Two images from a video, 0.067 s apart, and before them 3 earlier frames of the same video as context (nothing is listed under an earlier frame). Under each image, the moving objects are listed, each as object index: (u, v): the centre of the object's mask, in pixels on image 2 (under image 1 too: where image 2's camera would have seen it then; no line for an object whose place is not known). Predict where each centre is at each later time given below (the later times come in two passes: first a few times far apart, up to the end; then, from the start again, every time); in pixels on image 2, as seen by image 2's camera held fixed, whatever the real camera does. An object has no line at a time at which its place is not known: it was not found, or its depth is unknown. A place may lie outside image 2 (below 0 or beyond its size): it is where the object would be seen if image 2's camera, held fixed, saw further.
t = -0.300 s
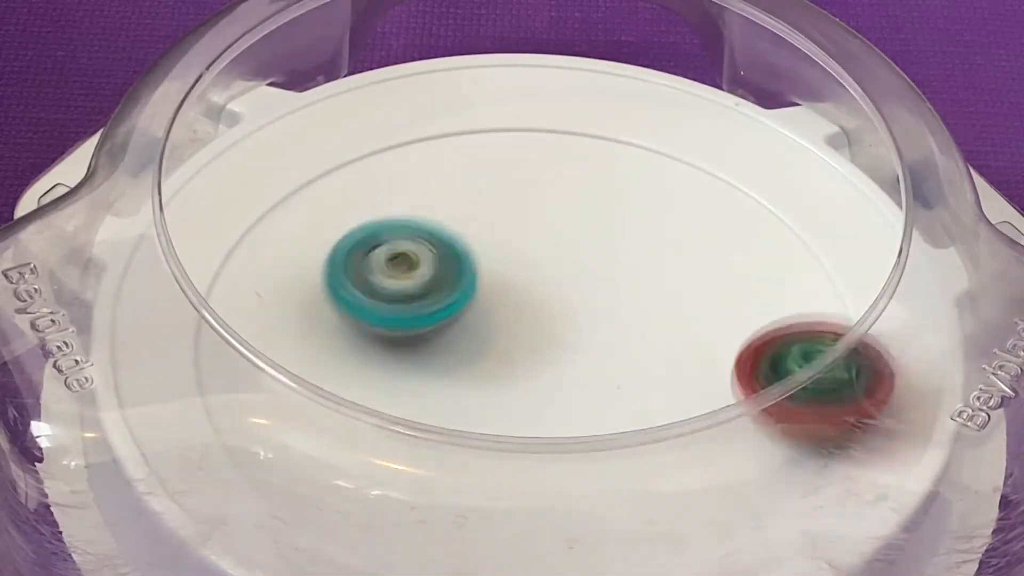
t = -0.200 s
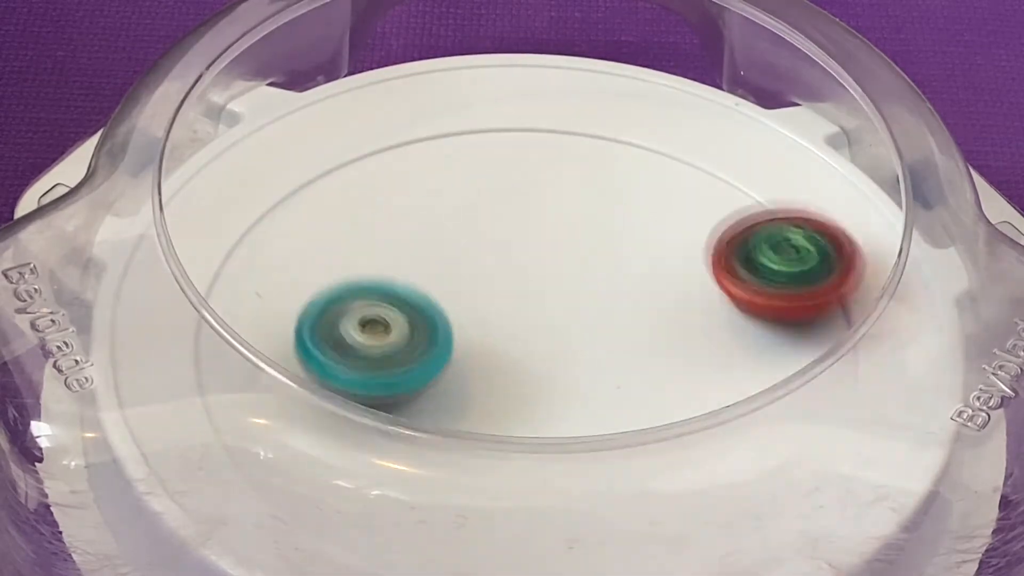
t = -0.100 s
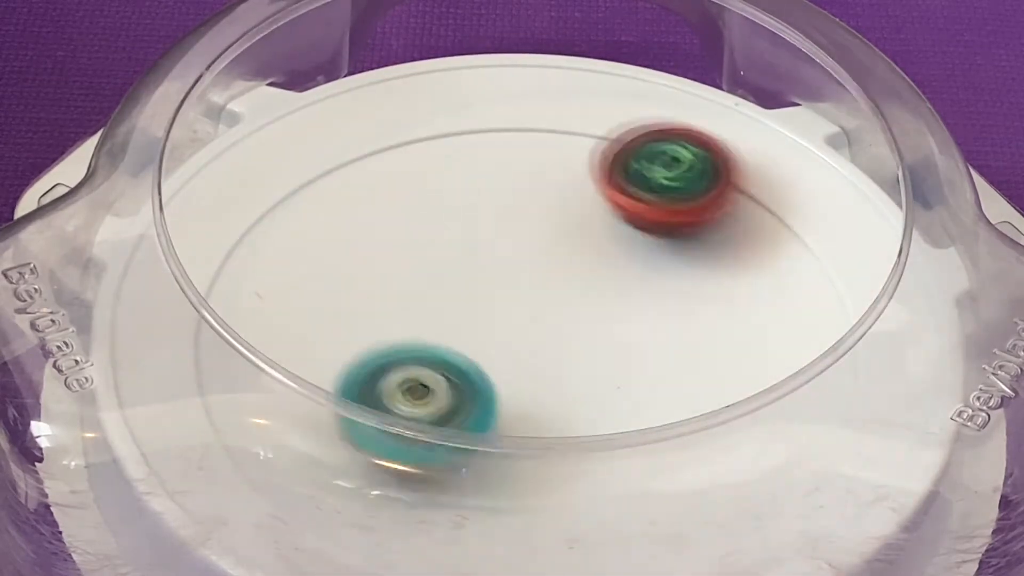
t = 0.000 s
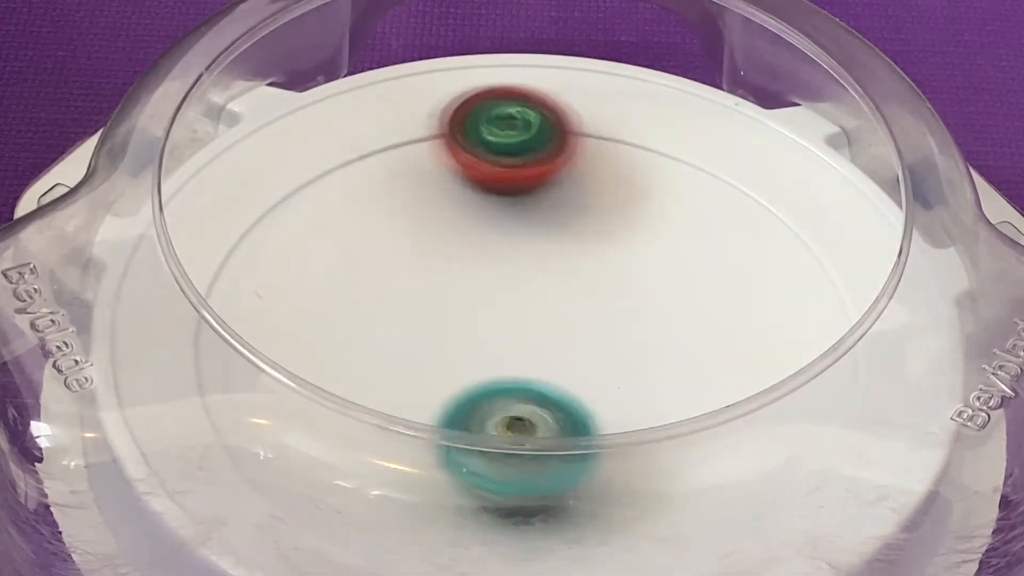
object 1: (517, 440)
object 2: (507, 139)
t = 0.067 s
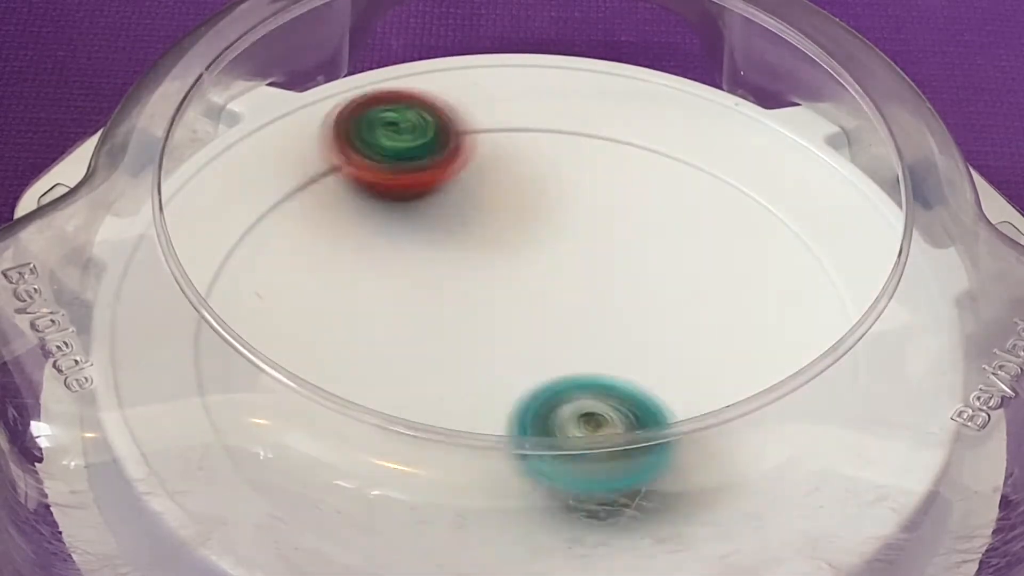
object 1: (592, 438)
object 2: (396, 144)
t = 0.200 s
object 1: (673, 375)
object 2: (231, 224)
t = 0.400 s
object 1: (617, 283)
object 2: (301, 460)
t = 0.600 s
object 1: (451, 263)
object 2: (655, 494)
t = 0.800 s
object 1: (415, 368)
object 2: (777, 271)
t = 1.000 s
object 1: (587, 424)
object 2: (570, 114)
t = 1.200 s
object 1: (679, 315)
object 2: (301, 159)
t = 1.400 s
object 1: (532, 237)
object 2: (278, 371)
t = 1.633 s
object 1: (386, 329)
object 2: (622, 496)
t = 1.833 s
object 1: (502, 420)
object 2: (804, 307)
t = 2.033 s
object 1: (648, 363)
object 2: (692, 154)
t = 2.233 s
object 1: (576, 260)
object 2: (424, 160)
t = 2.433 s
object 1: (429, 285)
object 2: (302, 323)
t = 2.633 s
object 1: (454, 376)
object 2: (459, 498)
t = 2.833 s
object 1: (590, 369)
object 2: (740, 460)
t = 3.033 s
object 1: (559, 291)
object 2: (751, 269)
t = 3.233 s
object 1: (511, 298)
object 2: (546, 181)
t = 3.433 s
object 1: (515, 343)
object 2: (338, 231)
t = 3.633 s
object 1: (500, 353)
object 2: (310, 377)
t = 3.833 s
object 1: (500, 317)
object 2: (506, 473)
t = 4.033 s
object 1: (554, 305)
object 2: (691, 369)
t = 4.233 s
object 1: (500, 317)
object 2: (729, 233)
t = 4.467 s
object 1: (472, 326)
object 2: (541, 158)
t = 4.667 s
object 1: (525, 333)
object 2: (387, 263)
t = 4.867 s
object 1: (548, 350)
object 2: (425, 411)
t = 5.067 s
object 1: (506, 349)
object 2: (625, 475)
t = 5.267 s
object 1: (489, 312)
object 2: (760, 366)
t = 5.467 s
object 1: (535, 301)
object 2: (674, 246)
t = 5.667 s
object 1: (477, 344)
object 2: (530, 201)
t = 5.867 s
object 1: (489, 350)
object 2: (384, 260)
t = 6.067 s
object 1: (545, 374)
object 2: (343, 351)
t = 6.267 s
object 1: (603, 340)
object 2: (412, 458)
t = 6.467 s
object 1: (640, 300)
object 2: (543, 493)
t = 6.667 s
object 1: (583, 272)
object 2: (608, 409)
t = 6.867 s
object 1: (539, 249)
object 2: (554, 380)
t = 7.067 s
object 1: (535, 252)
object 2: (445, 410)
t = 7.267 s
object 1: (535, 295)
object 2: (483, 470)
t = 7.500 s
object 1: (526, 287)
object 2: (546, 455)
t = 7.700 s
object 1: (530, 285)
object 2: (575, 417)
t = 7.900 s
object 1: (530, 211)
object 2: (518, 443)
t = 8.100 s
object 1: (525, 251)
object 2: (535, 439)
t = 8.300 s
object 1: (524, 280)
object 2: (453, 413)
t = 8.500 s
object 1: (538, 288)
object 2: (401, 457)
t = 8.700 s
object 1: (538, 318)
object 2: (456, 450)
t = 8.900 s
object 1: (568, 296)
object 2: (449, 379)
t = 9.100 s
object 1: (579, 305)
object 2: (387, 317)
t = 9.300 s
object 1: (545, 335)
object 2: (370, 299)
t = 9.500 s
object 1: (687, 410)
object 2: (291, 210)
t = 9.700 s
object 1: (730, 420)
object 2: (291, 183)
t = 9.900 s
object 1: (639, 379)
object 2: (386, 204)
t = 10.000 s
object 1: (573, 367)
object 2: (449, 231)
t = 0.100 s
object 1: (621, 427)
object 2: (345, 155)
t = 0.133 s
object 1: (647, 414)
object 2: (299, 172)
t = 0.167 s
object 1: (660, 386)
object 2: (260, 196)
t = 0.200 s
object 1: (673, 375)
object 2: (231, 224)
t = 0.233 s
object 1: (680, 365)
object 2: (231, 258)
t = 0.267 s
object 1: (677, 354)
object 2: (209, 304)
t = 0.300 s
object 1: (667, 336)
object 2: (212, 348)
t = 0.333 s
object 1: (654, 316)
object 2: (222, 396)
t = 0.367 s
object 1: (638, 298)
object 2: (260, 427)
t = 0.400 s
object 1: (617, 283)
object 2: (301, 460)
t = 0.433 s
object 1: (593, 270)
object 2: (352, 485)
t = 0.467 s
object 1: (565, 258)
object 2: (411, 503)
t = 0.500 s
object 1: (536, 252)
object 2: (473, 512)
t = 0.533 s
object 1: (506, 251)
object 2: (537, 513)
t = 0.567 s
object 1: (477, 254)
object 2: (599, 508)
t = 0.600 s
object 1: (451, 263)
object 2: (655, 494)
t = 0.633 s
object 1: (430, 275)
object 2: (709, 471)
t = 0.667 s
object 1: (413, 291)
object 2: (742, 429)
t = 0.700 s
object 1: (402, 310)
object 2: (765, 390)
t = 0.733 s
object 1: (399, 330)
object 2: (777, 348)
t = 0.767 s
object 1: (402, 352)
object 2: (782, 307)
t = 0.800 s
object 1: (415, 368)
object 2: (777, 271)
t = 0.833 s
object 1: (434, 381)
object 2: (760, 236)
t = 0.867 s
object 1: (459, 392)
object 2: (734, 203)
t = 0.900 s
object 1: (485, 416)
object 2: (700, 173)
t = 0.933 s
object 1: (519, 423)
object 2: (661, 147)
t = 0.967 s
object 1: (552, 426)
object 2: (618, 128)
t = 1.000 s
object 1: (587, 424)
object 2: (570, 114)
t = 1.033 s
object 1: (619, 410)
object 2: (521, 106)
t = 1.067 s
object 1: (641, 389)
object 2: (473, 104)
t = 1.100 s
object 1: (662, 377)
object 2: (426, 109)
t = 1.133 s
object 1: (677, 359)
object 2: (379, 120)
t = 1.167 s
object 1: (683, 338)
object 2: (338, 137)
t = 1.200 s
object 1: (679, 315)
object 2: (301, 159)
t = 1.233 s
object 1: (668, 293)
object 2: (275, 187)
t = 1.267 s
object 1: (649, 275)
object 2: (254, 220)
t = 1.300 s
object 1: (625, 260)
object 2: (247, 256)
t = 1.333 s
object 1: (596, 248)
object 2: (256, 288)
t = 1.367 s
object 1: (565, 241)
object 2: (255, 331)
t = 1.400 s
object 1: (532, 237)
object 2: (278, 371)
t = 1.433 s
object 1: (499, 239)
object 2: (306, 412)
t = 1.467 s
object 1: (468, 244)
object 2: (346, 441)
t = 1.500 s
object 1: (442, 256)
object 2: (390, 475)
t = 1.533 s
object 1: (418, 269)
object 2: (450, 491)
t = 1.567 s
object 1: (400, 288)
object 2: (508, 499)
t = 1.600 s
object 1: (390, 308)
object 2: (565, 501)
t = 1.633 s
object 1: (386, 329)
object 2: (622, 496)
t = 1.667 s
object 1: (389, 351)
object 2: (676, 482)
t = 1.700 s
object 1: (403, 367)
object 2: (719, 450)
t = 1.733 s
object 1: (422, 379)
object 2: (758, 420)
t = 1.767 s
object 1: (442, 401)
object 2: (784, 380)
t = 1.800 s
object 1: (471, 414)
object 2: (805, 350)
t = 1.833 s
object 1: (502, 420)
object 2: (804, 307)
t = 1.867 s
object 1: (535, 424)
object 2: (813, 280)
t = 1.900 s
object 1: (568, 418)
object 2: (808, 252)
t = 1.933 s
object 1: (594, 398)
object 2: (789, 222)
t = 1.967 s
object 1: (617, 389)
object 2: (761, 192)
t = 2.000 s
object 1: (636, 378)
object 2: (728, 171)
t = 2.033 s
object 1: (648, 363)
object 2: (692, 154)
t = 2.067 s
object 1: (651, 342)
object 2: (651, 141)
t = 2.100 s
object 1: (647, 320)
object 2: (604, 134)
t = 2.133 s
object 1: (638, 303)
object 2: (557, 132)
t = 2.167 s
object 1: (622, 286)
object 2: (511, 136)
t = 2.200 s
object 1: (601, 272)
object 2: (467, 145)
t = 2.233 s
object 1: (576, 260)
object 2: (424, 160)
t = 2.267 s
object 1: (549, 255)
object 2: (383, 181)
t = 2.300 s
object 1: (520, 252)
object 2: (350, 205)
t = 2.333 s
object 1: (493, 256)
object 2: (324, 232)
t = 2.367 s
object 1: (467, 261)
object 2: (307, 262)
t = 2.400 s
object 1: (445, 272)
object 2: (297, 295)
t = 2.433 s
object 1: (429, 285)
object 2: (302, 323)
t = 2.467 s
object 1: (420, 298)
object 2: (304, 359)
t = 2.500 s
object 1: (414, 314)
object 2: (322, 390)
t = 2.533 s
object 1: (415, 332)
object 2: (342, 429)
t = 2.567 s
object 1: (421, 349)
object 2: (371, 468)
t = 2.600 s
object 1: (435, 364)
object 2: (415, 486)
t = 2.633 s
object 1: (454, 376)
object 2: (459, 498)
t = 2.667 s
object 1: (480, 384)
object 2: (508, 506)
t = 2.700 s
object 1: (505, 388)
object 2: (560, 507)
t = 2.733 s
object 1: (529, 388)
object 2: (613, 503)
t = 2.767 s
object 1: (553, 386)
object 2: (663, 494)
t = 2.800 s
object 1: (574, 378)
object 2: (704, 478)
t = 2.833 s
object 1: (590, 369)
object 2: (740, 460)
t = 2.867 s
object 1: (599, 355)
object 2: (760, 423)
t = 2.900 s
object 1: (602, 338)
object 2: (774, 387)
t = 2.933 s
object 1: (598, 324)
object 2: (782, 356)
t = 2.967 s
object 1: (588, 311)
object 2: (776, 323)
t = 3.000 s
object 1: (575, 299)
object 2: (771, 298)
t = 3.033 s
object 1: (559, 291)
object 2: (751, 269)
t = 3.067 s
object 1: (546, 287)
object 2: (727, 245)
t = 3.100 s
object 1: (535, 285)
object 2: (697, 224)
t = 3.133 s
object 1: (526, 285)
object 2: (662, 206)
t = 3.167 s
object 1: (519, 288)
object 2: (624, 194)
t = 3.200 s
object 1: (515, 292)
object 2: (585, 186)
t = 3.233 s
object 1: (511, 298)
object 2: (546, 181)
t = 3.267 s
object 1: (511, 305)
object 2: (506, 179)
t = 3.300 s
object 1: (511, 313)
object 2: (466, 181)
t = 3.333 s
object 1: (513, 321)
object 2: (429, 189)
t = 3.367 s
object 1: (514, 329)
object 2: (394, 199)
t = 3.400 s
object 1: (515, 337)
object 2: (364, 214)
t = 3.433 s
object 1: (515, 343)
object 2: (338, 231)
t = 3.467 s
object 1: (514, 349)
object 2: (315, 252)
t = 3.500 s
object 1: (513, 353)
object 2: (300, 275)
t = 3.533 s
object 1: (510, 356)
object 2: (292, 300)
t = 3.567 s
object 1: (508, 356)
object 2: (296, 320)
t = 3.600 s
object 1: (504, 356)
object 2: (296, 350)
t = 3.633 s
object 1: (500, 353)
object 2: (310, 377)
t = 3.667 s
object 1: (497, 349)
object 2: (326, 406)
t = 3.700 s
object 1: (494, 343)
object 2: (353, 428)
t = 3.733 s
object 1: (492, 338)
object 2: (385, 446)
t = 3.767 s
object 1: (493, 332)
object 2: (425, 460)
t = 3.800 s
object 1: (496, 324)
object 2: (466, 465)
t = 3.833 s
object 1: (500, 317)
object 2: (506, 473)
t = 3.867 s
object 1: (506, 311)
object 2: (550, 469)
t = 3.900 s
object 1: (515, 306)
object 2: (591, 459)
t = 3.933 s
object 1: (523, 303)
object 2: (625, 449)
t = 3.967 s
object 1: (534, 302)
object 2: (653, 424)
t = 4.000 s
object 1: (544, 301)
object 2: (677, 397)
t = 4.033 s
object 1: (554, 305)
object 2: (691, 369)
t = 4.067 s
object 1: (563, 310)
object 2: (705, 350)
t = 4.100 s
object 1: (562, 314)
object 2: (721, 328)
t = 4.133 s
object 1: (548, 315)
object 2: (737, 305)
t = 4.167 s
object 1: (532, 315)
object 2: (741, 282)
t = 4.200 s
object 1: (516, 315)
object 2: (739, 257)
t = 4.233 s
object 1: (500, 317)
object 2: (729, 233)
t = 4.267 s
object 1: (487, 318)
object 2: (714, 210)
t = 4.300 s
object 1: (477, 320)
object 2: (695, 191)
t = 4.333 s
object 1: (470, 322)
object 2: (669, 175)
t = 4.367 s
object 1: (466, 323)
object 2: (640, 164)
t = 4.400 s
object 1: (466, 325)
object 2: (610, 157)
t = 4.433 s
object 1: (467, 325)
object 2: (574, 155)
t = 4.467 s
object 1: (472, 326)
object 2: (541, 158)
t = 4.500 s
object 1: (478, 326)
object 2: (507, 165)
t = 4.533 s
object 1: (486, 327)
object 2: (474, 178)
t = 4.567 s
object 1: (495, 328)
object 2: (446, 194)
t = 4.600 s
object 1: (505, 329)
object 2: (420, 214)
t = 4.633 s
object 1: (515, 331)
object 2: (400, 237)
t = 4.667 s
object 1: (525, 333)
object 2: (387, 263)
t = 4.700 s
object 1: (533, 335)
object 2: (377, 289)
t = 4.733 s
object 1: (540, 339)
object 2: (376, 317)
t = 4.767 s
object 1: (544, 342)
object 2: (378, 344)
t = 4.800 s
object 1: (547, 345)
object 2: (391, 362)
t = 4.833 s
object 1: (548, 349)
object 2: (405, 392)
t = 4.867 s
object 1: (548, 350)
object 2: (425, 411)
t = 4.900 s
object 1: (546, 351)
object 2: (451, 430)
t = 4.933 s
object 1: (539, 349)
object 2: (478, 453)
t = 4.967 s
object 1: (531, 350)
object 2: (512, 465)
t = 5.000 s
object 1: (522, 352)
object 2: (549, 473)
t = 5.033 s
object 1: (514, 353)
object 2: (584, 478)
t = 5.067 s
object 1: (506, 349)
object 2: (625, 475)
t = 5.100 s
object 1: (498, 344)
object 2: (658, 466)
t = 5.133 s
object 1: (493, 338)
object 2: (692, 454)
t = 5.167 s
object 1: (488, 332)
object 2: (720, 437)
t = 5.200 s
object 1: (486, 326)
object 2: (741, 418)
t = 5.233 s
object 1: (487, 318)
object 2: (757, 395)
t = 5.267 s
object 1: (489, 312)
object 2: (760, 366)
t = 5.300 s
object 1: (494, 306)
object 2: (756, 340)
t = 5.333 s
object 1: (502, 300)
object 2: (754, 324)
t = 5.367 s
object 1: (511, 298)
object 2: (741, 301)
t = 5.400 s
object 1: (521, 296)
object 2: (719, 281)
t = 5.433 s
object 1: (532, 297)
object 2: (694, 264)
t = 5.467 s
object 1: (535, 301)
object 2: (674, 246)
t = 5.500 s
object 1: (525, 309)
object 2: (660, 231)
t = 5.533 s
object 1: (512, 317)
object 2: (638, 219)
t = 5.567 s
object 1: (499, 325)
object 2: (614, 210)
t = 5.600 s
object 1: (489, 333)
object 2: (587, 205)
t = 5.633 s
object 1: (482, 339)
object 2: (559, 201)
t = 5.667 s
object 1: (477, 344)
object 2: (530, 201)
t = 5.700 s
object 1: (475, 347)
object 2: (500, 203)
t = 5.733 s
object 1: (475, 350)
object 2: (473, 208)
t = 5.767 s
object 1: (477, 351)
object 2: (445, 217)
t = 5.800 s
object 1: (480, 351)
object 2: (422, 229)
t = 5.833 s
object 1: (484, 351)
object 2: (400, 242)
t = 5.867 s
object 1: (489, 350)
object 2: (384, 260)
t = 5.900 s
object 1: (502, 353)
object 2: (363, 269)
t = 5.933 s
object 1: (513, 360)
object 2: (348, 282)
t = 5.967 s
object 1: (524, 367)
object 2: (337, 299)
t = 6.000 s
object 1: (533, 371)
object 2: (330, 319)
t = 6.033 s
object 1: (540, 373)
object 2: (331, 335)
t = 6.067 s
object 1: (545, 374)
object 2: (343, 351)
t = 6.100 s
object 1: (549, 373)
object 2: (352, 375)
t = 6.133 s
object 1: (551, 373)
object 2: (372, 395)
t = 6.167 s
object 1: (550, 372)
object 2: (397, 411)
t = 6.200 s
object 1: (553, 368)
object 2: (426, 424)
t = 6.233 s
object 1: (579, 353)
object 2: (418, 442)
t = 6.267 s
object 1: (603, 340)
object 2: (412, 458)
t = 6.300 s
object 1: (623, 328)
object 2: (416, 477)
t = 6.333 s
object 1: (635, 318)
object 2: (432, 484)
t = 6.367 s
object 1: (643, 309)
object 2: (456, 491)
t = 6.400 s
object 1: (646, 304)
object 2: (485, 495)
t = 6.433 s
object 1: (645, 301)
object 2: (511, 496)
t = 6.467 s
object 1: (640, 300)
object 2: (543, 493)
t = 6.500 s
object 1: (633, 299)
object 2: (569, 477)
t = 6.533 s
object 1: (623, 301)
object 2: (589, 459)
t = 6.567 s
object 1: (614, 302)
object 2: (604, 437)
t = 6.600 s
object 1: (604, 301)
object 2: (612, 411)
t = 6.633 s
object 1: (593, 288)
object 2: (609, 394)
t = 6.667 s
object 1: (583, 272)
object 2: (608, 409)
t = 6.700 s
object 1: (575, 258)
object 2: (604, 396)
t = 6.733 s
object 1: (566, 249)
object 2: (600, 393)
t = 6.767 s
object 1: (559, 244)
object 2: (591, 390)
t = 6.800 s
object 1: (552, 243)
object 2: (581, 387)
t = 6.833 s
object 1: (545, 245)
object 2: (570, 384)
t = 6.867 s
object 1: (539, 249)
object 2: (554, 380)
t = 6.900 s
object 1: (534, 255)
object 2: (537, 376)
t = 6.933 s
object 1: (530, 260)
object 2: (518, 372)
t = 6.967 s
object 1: (529, 261)
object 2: (494, 377)
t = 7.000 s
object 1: (532, 255)
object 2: (471, 385)
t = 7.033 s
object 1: (533, 252)
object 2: (458, 390)
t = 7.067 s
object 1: (535, 252)
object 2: (445, 410)
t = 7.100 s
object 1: (537, 255)
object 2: (436, 425)
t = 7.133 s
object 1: (538, 261)
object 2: (432, 443)
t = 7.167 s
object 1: (539, 268)
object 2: (438, 450)
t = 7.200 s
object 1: (539, 277)
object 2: (448, 462)
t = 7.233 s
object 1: (537, 286)
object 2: (464, 469)
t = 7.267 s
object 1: (535, 295)
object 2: (483, 470)
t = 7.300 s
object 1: (533, 305)
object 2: (504, 464)
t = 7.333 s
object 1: (530, 314)
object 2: (521, 453)
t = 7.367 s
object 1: (527, 319)
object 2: (533, 436)
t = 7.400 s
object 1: (522, 318)
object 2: (539, 421)
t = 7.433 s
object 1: (523, 309)
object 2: (541, 435)
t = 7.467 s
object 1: (524, 296)
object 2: (541, 440)
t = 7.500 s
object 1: (526, 287)
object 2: (546, 455)
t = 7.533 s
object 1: (527, 281)
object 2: (554, 452)
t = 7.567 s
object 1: (528, 278)
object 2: (562, 452)
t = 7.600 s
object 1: (528, 278)
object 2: (570, 449)
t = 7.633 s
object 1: (529, 279)
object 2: (576, 441)
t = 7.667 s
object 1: (529, 281)
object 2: (578, 430)
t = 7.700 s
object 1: (530, 285)
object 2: (575, 417)
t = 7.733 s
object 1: (529, 287)
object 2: (564, 393)
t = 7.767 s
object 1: (530, 283)
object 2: (553, 390)
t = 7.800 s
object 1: (530, 258)
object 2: (539, 412)
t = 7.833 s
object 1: (531, 236)
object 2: (529, 419)
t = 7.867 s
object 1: (531, 220)
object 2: (522, 434)
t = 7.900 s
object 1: (530, 211)
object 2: (518, 443)
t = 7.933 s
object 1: (530, 208)
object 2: (517, 451)
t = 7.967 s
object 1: (530, 210)
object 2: (521, 455)
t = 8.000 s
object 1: (529, 217)
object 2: (525, 455)
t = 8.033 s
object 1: (528, 228)
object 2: (530, 453)
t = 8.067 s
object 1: (527, 239)
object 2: (533, 448)
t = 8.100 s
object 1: (525, 251)
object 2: (535, 439)
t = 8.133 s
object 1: (522, 264)
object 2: (532, 427)
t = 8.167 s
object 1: (519, 276)
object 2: (525, 413)
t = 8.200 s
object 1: (516, 286)
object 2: (515, 392)
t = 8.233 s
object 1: (514, 288)
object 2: (500, 388)
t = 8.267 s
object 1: (519, 286)
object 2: (475, 394)
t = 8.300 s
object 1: (524, 280)
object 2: (453, 413)
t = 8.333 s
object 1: (528, 277)
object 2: (438, 419)
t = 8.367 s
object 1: (531, 276)
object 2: (427, 426)
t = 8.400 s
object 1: (533, 278)
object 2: (419, 434)
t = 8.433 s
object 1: (535, 280)
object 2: (412, 440)
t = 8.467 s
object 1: (536, 284)
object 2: (406, 447)
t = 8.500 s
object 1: (538, 288)
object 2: (401, 457)
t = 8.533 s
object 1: (539, 293)
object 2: (399, 470)
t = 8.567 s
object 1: (539, 298)
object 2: (405, 473)
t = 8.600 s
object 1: (539, 304)
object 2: (416, 475)
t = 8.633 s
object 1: (539, 309)
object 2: (428, 476)
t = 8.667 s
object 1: (538, 314)
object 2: (444, 461)
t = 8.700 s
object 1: (538, 318)
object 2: (456, 450)
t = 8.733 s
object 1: (537, 322)
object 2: (468, 433)
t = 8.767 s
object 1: (537, 325)
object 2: (474, 420)
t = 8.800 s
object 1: (543, 316)
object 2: (470, 413)
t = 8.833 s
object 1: (554, 306)
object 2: (465, 393)
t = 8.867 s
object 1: (562, 300)
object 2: (457, 386)
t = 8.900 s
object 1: (568, 296)
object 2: (449, 379)
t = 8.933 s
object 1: (572, 293)
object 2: (440, 370)
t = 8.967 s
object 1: (576, 292)
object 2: (430, 360)
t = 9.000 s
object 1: (579, 293)
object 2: (420, 348)
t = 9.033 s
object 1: (580, 296)
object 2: (409, 337)
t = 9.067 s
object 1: (580, 300)
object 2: (398, 327)
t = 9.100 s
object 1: (579, 305)
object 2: (387, 317)
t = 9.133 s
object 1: (575, 311)
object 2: (378, 310)
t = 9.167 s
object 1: (570, 316)
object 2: (370, 304)
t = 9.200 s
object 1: (564, 321)
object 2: (366, 301)
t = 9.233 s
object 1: (558, 326)
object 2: (364, 299)
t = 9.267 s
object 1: (552, 331)
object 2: (365, 298)
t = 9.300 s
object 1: (545, 335)
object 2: (370, 299)
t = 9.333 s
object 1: (539, 337)
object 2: (379, 299)
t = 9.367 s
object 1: (537, 340)
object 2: (385, 298)
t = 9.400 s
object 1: (580, 364)
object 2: (347, 265)
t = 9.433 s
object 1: (621, 378)
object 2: (320, 240)
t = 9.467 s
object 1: (656, 395)
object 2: (302, 222)
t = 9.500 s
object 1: (687, 410)
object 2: (291, 210)
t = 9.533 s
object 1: (710, 414)
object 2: (282, 201)
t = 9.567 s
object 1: (724, 425)
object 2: (279, 196)
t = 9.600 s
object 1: (734, 426)
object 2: (278, 191)
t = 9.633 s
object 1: (737, 423)
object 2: (280, 188)
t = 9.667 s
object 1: (736, 420)
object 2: (286, 185)
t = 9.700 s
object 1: (730, 420)
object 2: (291, 183)
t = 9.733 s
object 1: (719, 409)
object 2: (302, 182)
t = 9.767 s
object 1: (708, 402)
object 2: (314, 182)
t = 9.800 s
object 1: (695, 392)
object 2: (330, 186)
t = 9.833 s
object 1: (677, 384)
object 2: (348, 190)
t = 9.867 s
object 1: (659, 381)
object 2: (365, 195)
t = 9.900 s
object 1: (639, 379)
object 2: (386, 204)
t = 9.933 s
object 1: (618, 378)
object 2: (407, 212)
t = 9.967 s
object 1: (594, 371)
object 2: (428, 222)
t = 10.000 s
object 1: (573, 367)
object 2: (449, 231)
